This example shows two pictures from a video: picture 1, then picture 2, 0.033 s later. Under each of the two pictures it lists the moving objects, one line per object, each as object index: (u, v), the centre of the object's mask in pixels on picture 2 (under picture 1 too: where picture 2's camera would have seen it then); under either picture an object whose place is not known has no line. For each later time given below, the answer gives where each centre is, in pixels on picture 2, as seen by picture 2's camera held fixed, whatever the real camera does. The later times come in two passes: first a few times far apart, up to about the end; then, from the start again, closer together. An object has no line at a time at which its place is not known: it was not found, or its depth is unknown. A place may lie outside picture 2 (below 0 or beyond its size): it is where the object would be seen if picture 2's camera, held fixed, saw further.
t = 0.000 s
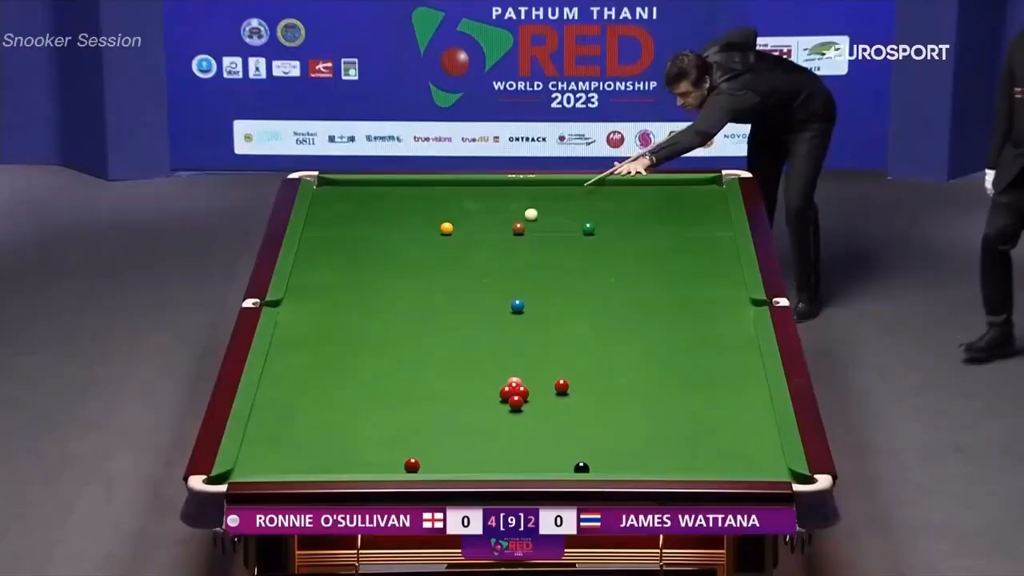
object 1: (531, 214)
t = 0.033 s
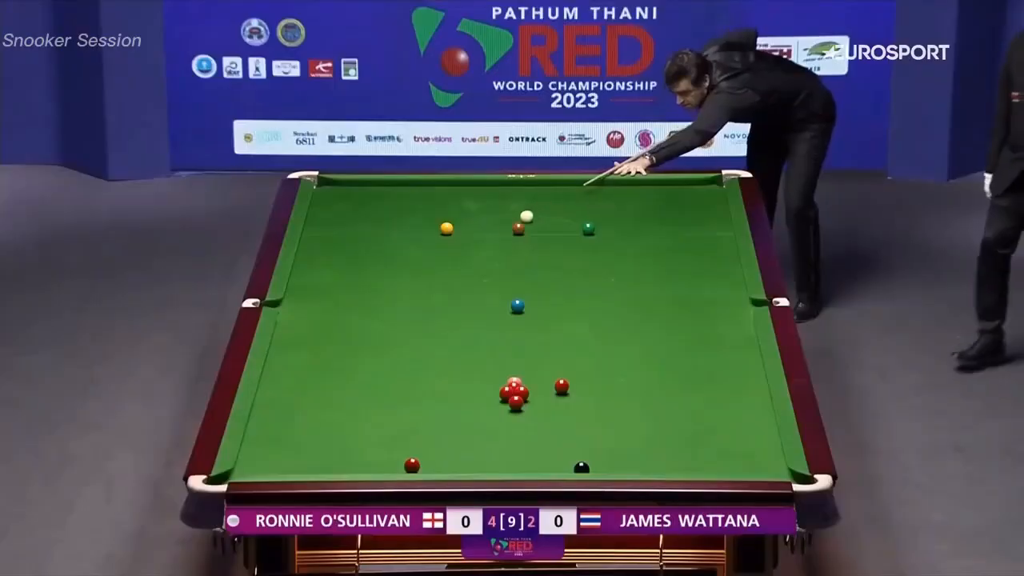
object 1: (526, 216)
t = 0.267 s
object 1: (500, 229)
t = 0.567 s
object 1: (467, 244)
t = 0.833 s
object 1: (438, 257)
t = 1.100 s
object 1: (407, 272)
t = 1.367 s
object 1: (378, 285)
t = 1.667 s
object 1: (345, 300)
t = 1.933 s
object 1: (315, 315)
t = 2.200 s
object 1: (286, 327)
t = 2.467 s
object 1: (289, 339)
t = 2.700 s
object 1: (298, 348)
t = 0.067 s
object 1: (522, 218)
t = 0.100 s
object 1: (518, 219)
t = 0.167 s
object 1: (510, 223)
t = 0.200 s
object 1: (506, 225)
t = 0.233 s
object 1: (504, 227)
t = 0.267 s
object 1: (500, 229)
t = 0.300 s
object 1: (496, 231)
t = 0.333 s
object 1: (491, 233)
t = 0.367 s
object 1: (489, 234)
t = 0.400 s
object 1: (484, 236)
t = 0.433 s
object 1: (482, 237)
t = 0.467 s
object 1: (478, 239)
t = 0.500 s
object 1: (474, 241)
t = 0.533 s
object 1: (471, 242)
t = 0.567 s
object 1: (467, 244)
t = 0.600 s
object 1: (462, 246)
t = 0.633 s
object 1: (460, 247)
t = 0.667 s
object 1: (456, 249)
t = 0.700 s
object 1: (451, 251)
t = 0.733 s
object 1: (447, 253)
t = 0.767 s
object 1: (445, 254)
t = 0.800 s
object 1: (440, 256)
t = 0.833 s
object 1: (438, 257)
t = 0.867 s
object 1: (434, 259)
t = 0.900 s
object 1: (429, 261)
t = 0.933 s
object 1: (427, 262)
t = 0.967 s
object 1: (423, 264)
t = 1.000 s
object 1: (418, 266)
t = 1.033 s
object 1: (416, 267)
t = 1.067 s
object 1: (412, 270)
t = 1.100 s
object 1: (407, 272)
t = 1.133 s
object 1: (405, 273)
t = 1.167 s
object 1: (401, 275)
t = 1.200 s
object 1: (396, 277)
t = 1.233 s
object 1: (394, 278)
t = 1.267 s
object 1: (390, 280)
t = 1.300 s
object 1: (385, 282)
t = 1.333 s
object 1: (383, 283)
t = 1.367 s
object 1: (378, 285)
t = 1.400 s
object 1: (374, 287)
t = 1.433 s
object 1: (370, 289)
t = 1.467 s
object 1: (367, 290)
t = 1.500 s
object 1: (363, 292)
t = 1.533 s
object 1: (361, 293)
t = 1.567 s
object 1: (356, 295)
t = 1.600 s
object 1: (352, 297)
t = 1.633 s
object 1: (350, 298)
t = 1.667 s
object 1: (345, 300)
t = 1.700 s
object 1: (341, 302)
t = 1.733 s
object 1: (339, 303)
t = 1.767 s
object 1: (334, 305)
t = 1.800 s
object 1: (330, 307)
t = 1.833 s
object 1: (328, 308)
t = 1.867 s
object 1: (324, 310)
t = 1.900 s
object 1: (319, 312)
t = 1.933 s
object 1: (315, 315)
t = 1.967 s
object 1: (313, 315)
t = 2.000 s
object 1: (308, 317)
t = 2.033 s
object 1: (306, 318)
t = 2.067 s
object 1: (302, 320)
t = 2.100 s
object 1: (297, 322)
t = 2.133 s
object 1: (295, 324)
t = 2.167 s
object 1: (291, 325)
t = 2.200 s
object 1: (286, 327)
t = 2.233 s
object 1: (284, 328)
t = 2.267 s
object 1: (281, 330)
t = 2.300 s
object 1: (283, 332)
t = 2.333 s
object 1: (285, 334)
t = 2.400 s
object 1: (287, 336)
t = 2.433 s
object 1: (287, 337)
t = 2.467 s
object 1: (289, 339)
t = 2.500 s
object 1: (290, 340)
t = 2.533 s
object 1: (291, 341)
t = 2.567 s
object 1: (292, 343)
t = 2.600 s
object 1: (294, 344)
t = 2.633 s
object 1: (295, 346)
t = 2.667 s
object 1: (296, 347)
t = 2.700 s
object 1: (298, 348)
